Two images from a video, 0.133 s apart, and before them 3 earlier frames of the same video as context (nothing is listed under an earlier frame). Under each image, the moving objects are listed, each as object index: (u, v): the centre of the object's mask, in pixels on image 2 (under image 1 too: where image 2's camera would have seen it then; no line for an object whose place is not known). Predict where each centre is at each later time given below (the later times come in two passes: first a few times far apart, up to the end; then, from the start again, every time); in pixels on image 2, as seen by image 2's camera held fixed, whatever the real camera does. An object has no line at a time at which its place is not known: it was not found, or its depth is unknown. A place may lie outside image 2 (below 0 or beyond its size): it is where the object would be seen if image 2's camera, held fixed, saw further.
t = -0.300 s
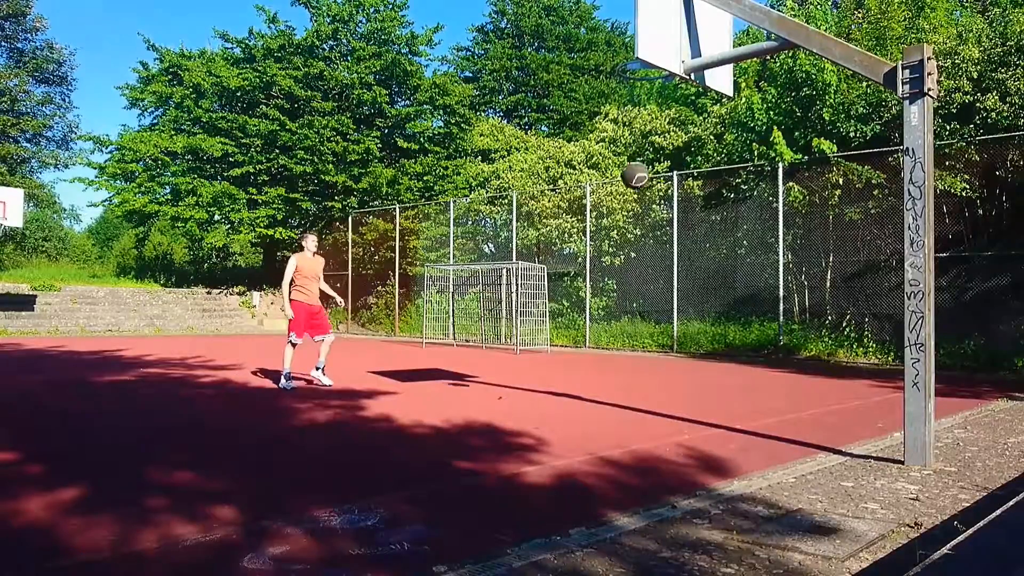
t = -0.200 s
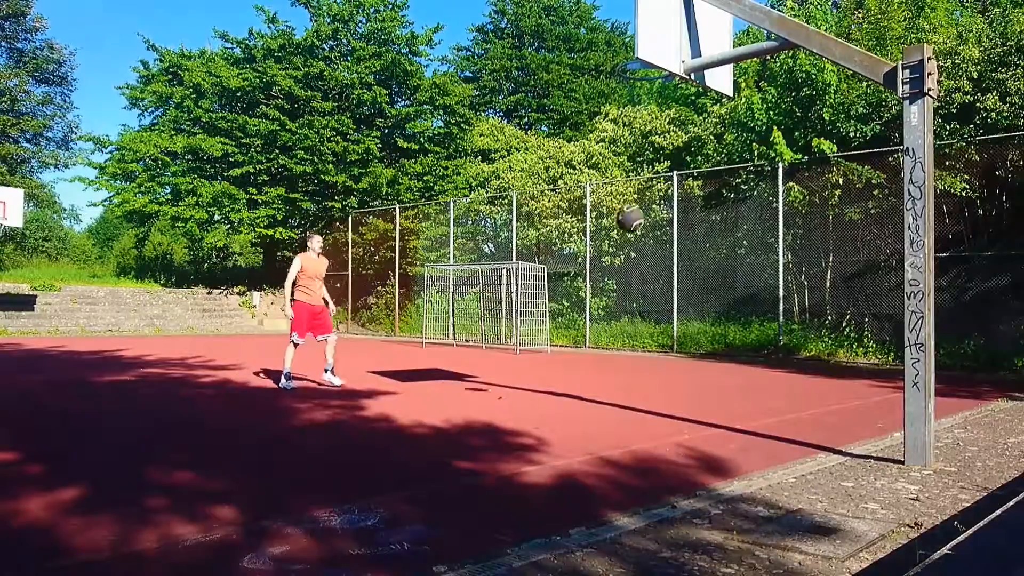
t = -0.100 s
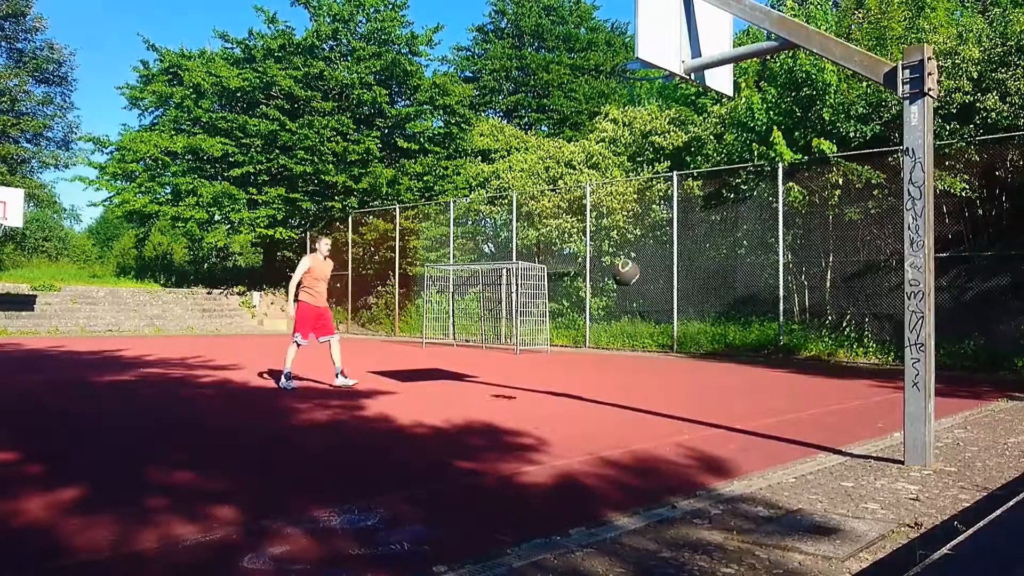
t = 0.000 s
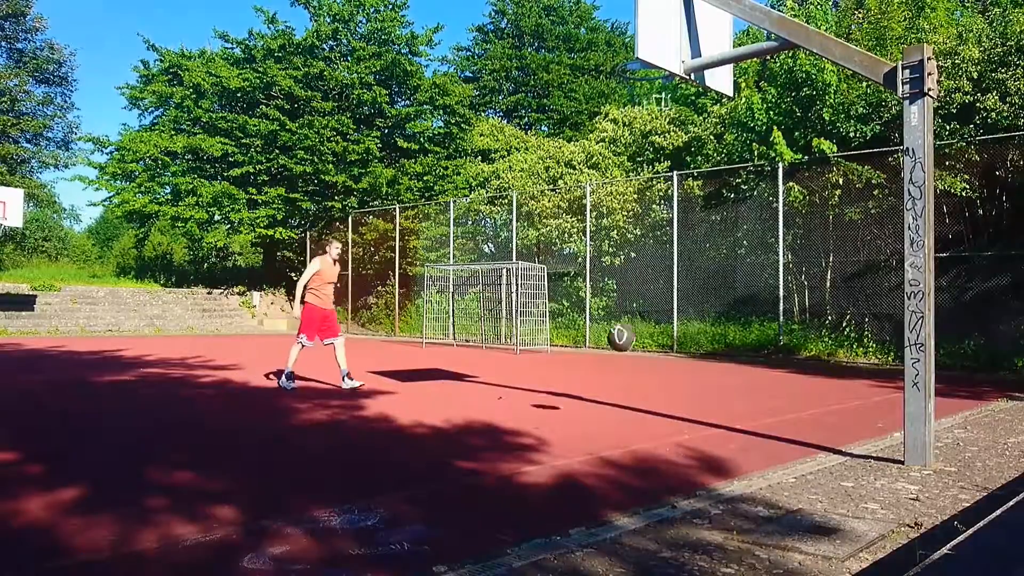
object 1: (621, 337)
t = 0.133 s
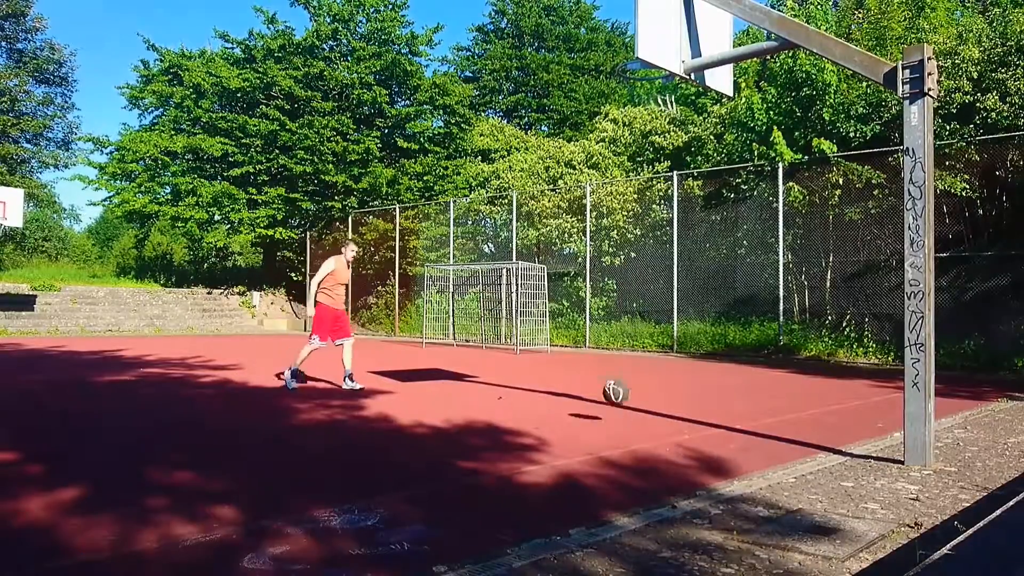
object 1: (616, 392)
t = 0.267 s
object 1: (615, 312)
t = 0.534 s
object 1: (612, 211)
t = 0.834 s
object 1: (610, 189)
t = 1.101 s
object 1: (608, 253)
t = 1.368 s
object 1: (607, 397)
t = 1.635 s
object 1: (608, 295)
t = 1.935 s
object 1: (610, 236)
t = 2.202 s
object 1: (611, 267)
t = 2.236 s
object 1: (611, 276)
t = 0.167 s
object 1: (615, 371)
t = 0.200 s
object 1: (615, 350)
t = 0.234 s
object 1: (615, 330)
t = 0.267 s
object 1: (615, 312)
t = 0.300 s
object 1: (615, 294)
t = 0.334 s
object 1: (614, 279)
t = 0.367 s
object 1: (614, 265)
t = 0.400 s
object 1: (613, 252)
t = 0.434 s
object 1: (613, 240)
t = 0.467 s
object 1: (612, 229)
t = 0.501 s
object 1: (612, 219)
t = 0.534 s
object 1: (612, 211)
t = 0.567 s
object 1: (612, 204)
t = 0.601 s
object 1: (611, 198)
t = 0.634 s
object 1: (611, 193)
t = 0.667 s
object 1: (611, 189)
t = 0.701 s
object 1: (611, 187)
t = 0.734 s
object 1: (611, 186)
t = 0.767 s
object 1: (610, 186)
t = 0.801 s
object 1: (610, 187)
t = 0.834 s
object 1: (610, 189)
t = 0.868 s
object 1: (609, 192)
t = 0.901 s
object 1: (609, 197)
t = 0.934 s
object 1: (609, 204)
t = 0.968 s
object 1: (609, 211)
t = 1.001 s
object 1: (608, 219)
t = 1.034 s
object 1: (608, 230)
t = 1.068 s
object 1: (609, 241)
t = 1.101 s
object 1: (608, 253)
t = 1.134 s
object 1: (608, 267)
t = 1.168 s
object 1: (608, 281)
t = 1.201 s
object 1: (607, 297)
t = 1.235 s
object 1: (607, 315)
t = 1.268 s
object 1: (607, 334)
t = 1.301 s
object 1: (607, 354)
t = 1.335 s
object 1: (607, 375)
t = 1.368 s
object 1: (607, 397)
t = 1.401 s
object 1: (607, 411)
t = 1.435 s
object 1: (607, 390)
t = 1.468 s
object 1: (607, 371)
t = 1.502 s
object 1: (607, 354)
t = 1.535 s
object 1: (607, 337)
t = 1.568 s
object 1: (608, 322)
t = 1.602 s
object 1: (608, 308)
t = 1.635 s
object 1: (608, 295)
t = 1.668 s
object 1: (608, 283)
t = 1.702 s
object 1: (608, 274)
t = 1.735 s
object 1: (609, 264)
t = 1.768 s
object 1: (609, 256)
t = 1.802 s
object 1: (609, 250)
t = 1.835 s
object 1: (609, 245)
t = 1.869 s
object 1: (610, 241)
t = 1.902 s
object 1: (610, 238)
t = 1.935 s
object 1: (610, 236)
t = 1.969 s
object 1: (610, 236)
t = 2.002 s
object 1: (610, 237)
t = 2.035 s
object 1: (610, 239)
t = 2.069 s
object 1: (610, 242)
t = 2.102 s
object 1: (610, 246)
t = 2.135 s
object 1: (611, 252)
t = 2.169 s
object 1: (610, 258)
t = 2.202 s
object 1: (611, 267)
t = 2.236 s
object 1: (611, 276)
